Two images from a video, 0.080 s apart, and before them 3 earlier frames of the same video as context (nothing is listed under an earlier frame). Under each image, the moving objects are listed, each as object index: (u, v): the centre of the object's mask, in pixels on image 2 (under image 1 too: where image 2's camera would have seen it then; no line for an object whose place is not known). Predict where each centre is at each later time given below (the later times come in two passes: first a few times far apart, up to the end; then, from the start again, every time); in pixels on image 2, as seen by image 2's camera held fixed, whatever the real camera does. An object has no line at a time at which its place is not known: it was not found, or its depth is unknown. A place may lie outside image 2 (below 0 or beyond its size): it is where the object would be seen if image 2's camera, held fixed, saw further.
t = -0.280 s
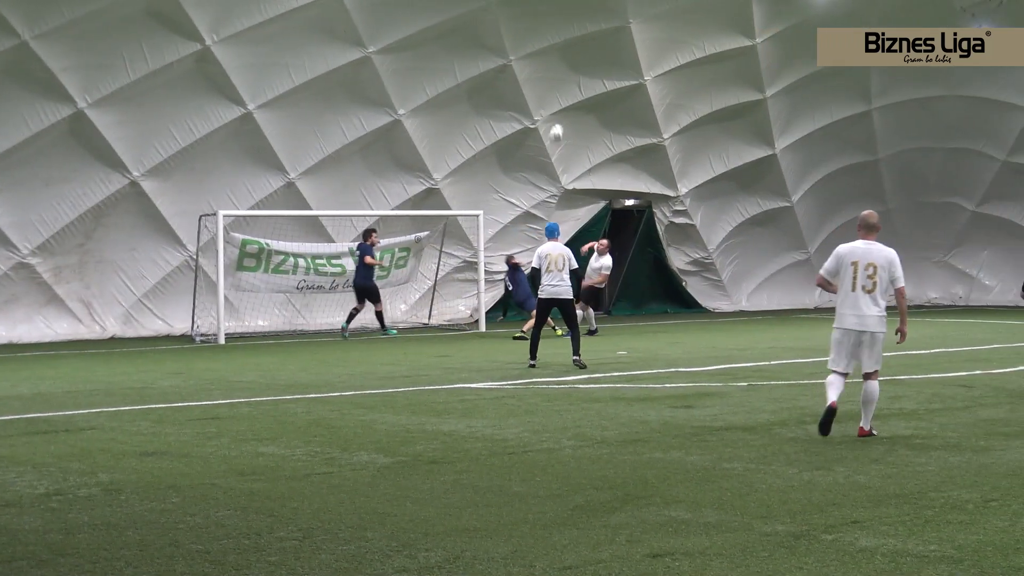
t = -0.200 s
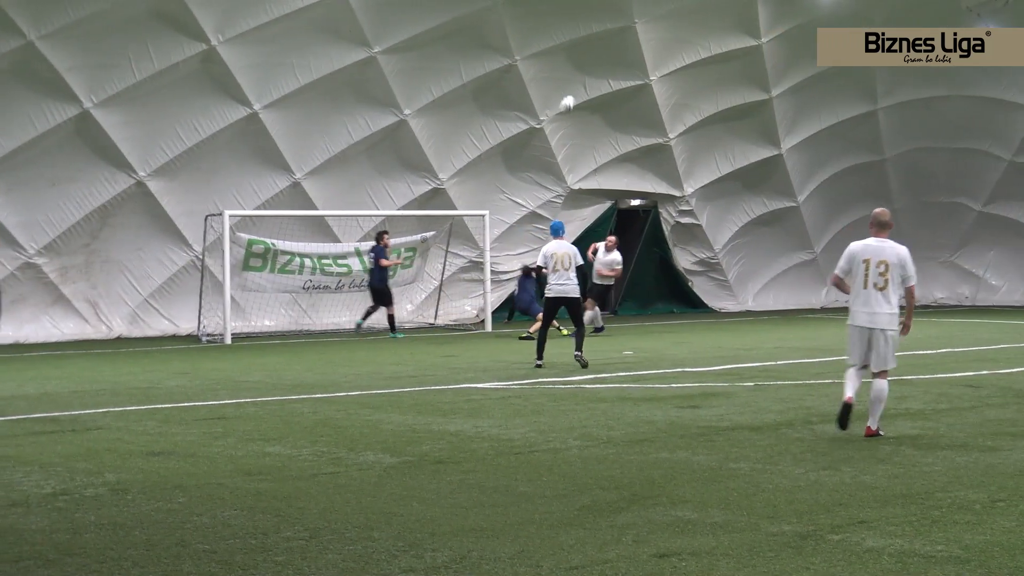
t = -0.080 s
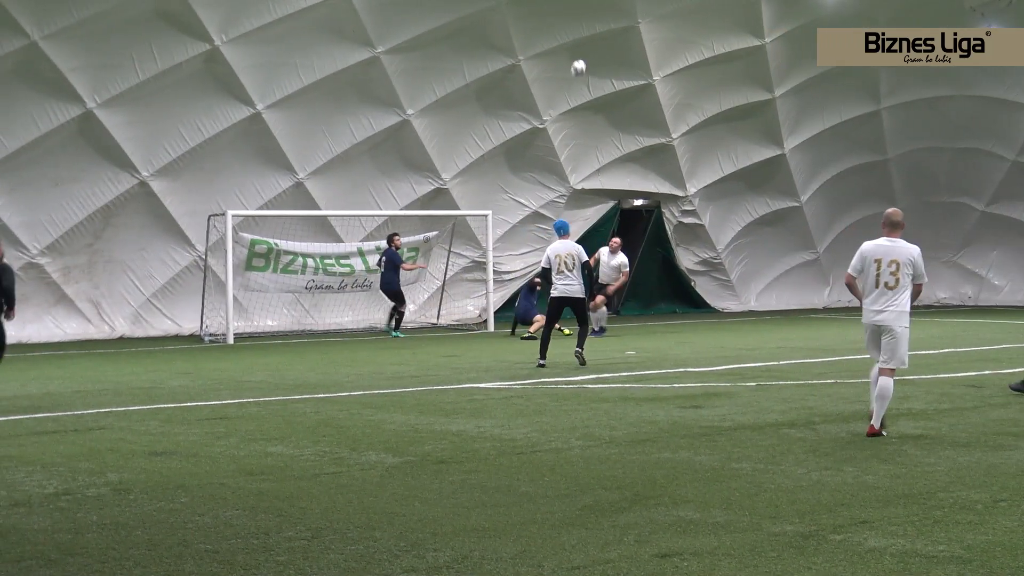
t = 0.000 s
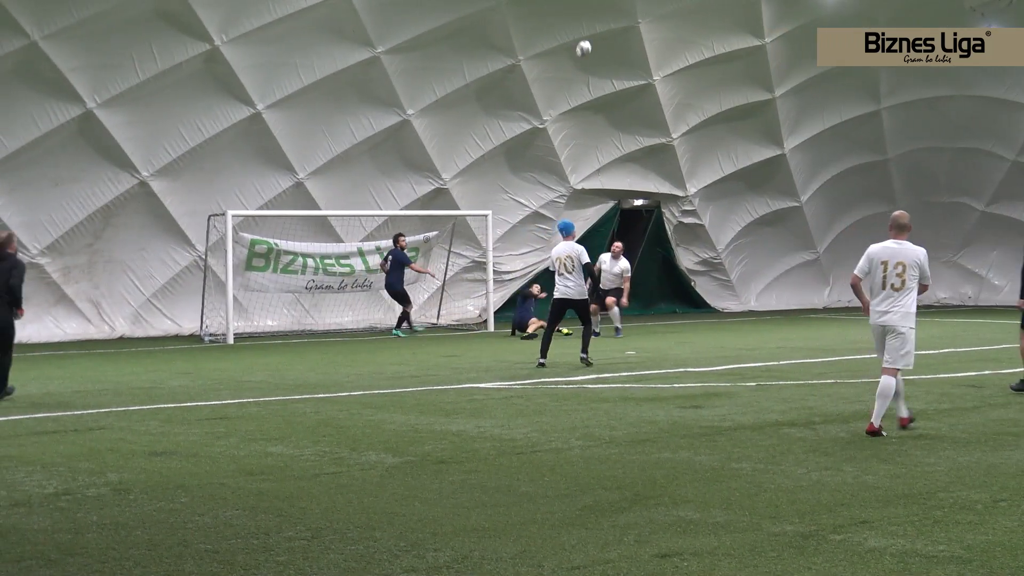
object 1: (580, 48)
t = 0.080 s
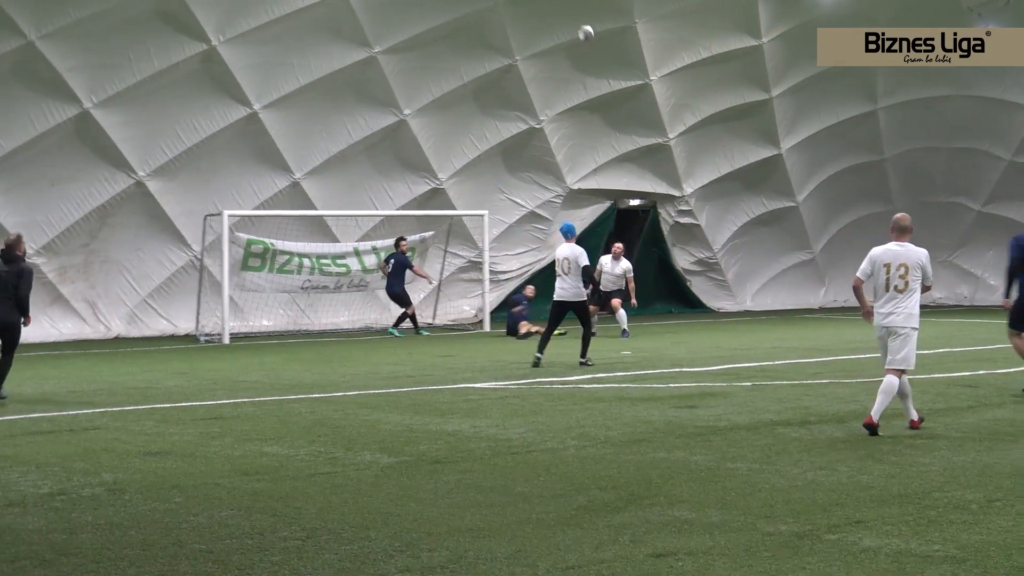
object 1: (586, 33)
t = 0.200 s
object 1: (593, 17)
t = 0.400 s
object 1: (606, 10)
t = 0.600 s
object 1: (620, 31)
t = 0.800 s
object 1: (634, 81)
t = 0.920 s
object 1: (641, 125)
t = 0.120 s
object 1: (588, 27)
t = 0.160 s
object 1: (591, 21)
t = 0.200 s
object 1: (593, 17)
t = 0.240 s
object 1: (595, 13)
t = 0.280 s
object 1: (598, 11)
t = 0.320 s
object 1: (601, 10)
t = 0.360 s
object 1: (604, 10)
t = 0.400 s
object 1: (606, 10)
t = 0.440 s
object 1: (609, 13)
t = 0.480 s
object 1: (611, 15)
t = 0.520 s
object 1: (615, 20)
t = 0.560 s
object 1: (617, 25)
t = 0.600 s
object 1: (620, 31)
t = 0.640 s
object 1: (622, 39)
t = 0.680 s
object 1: (625, 48)
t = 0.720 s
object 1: (628, 58)
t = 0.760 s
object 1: (631, 68)
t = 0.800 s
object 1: (634, 81)
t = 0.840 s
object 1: (636, 94)
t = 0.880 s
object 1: (638, 110)
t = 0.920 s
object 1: (641, 125)
